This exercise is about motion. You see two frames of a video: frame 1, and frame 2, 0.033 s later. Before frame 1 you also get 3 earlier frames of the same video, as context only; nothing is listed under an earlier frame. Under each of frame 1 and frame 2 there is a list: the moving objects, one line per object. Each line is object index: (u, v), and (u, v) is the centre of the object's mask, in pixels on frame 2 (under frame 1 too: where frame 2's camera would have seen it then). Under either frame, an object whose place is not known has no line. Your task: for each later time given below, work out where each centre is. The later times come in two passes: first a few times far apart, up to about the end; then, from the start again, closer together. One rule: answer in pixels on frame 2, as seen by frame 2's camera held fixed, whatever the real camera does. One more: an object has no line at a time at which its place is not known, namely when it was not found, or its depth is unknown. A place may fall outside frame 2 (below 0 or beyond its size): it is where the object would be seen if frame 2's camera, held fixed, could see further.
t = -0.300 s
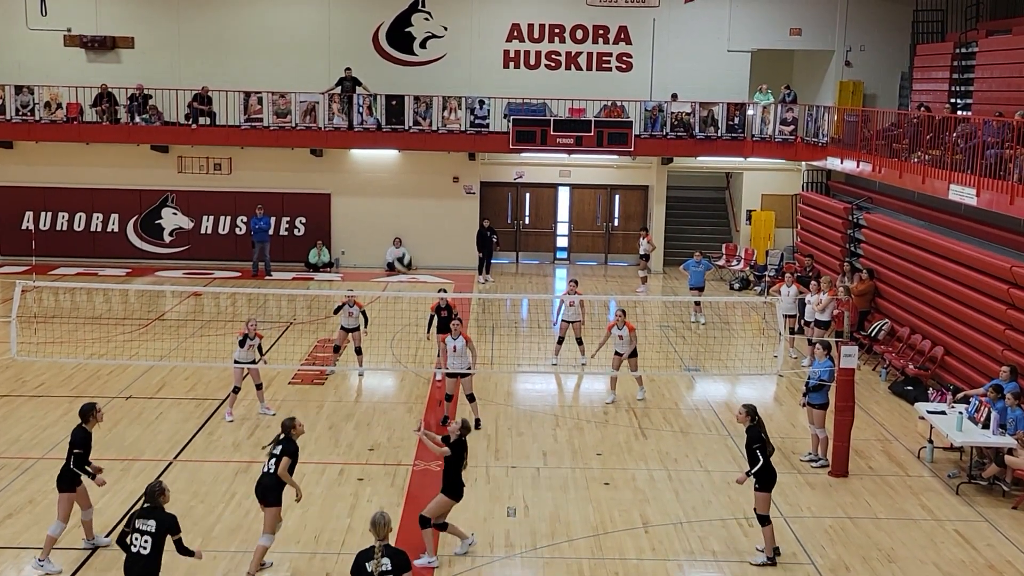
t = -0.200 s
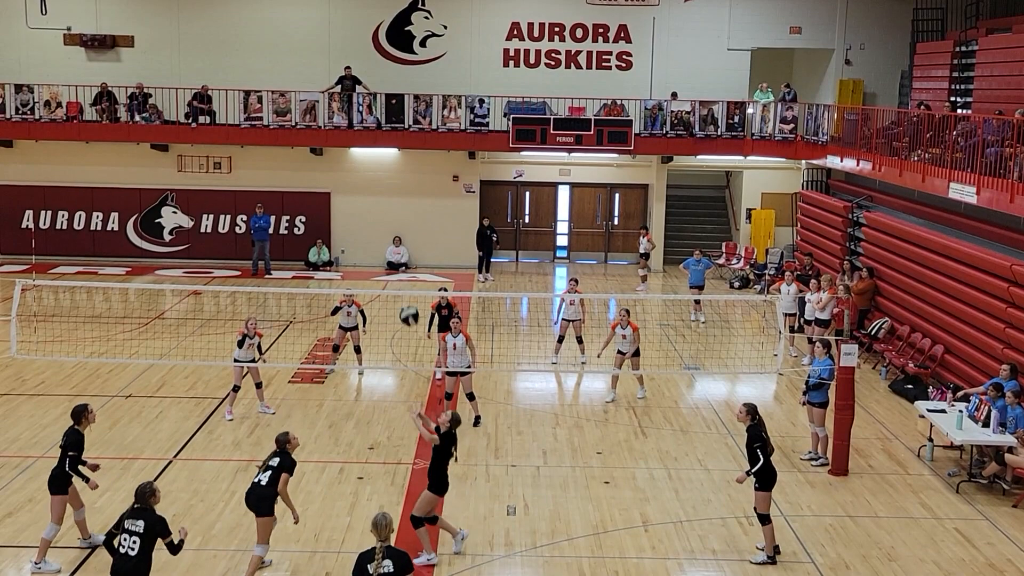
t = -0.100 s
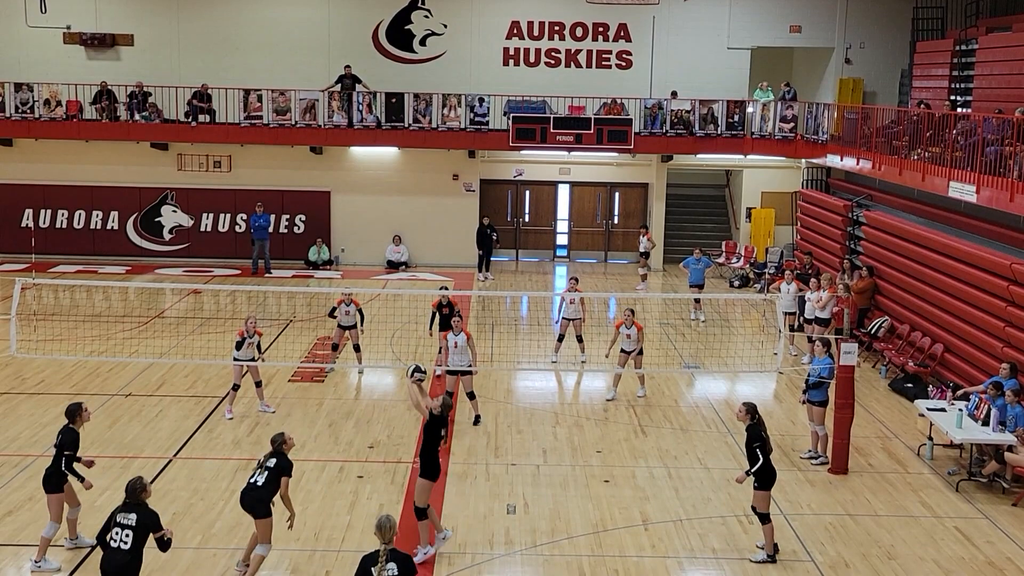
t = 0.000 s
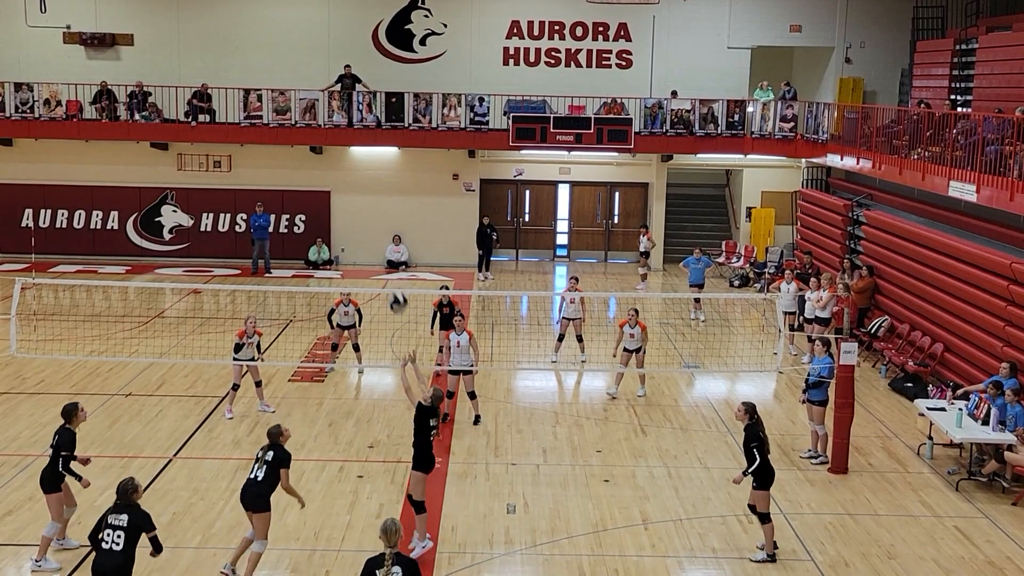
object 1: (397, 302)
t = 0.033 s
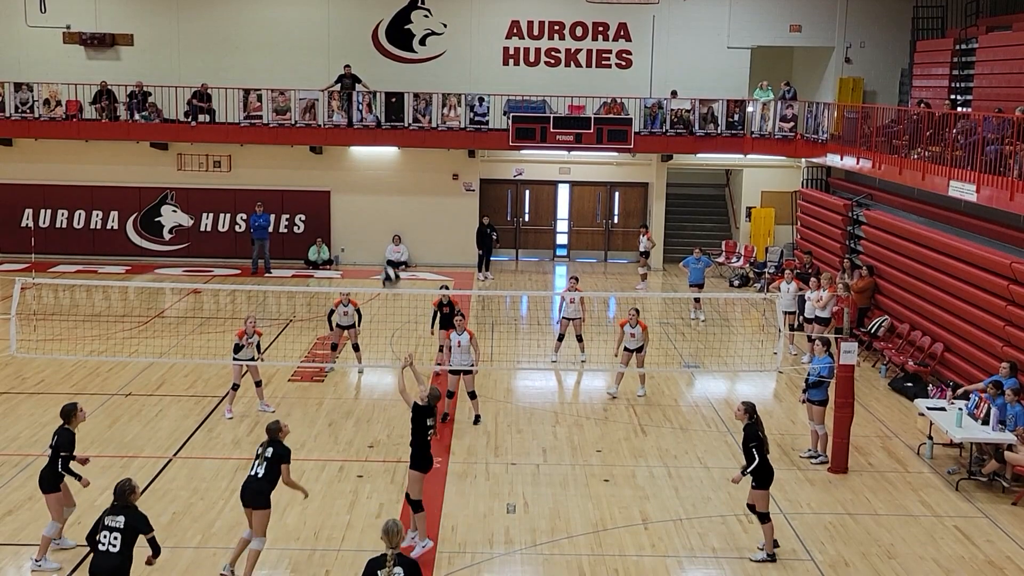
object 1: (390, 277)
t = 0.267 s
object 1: (339, 144)
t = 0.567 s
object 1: (279, 56)
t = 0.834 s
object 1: (228, 51)
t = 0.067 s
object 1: (383, 256)
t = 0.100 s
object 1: (375, 233)
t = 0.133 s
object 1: (368, 213)
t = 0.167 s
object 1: (361, 194)
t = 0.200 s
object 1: (353, 176)
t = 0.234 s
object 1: (346, 160)
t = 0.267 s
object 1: (339, 144)
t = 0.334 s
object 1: (325, 117)
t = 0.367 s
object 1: (318, 104)
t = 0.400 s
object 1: (313, 93)
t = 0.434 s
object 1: (306, 84)
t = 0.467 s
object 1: (299, 75)
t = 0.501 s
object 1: (292, 68)
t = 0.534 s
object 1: (285, 61)
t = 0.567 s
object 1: (279, 56)
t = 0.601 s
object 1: (272, 51)
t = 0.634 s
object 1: (266, 48)
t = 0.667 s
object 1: (259, 46)
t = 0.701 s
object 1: (253, 45)
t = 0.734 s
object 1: (247, 45)
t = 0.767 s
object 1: (240, 46)
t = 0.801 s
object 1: (234, 48)
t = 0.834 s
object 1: (228, 51)
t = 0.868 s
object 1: (221, 56)
